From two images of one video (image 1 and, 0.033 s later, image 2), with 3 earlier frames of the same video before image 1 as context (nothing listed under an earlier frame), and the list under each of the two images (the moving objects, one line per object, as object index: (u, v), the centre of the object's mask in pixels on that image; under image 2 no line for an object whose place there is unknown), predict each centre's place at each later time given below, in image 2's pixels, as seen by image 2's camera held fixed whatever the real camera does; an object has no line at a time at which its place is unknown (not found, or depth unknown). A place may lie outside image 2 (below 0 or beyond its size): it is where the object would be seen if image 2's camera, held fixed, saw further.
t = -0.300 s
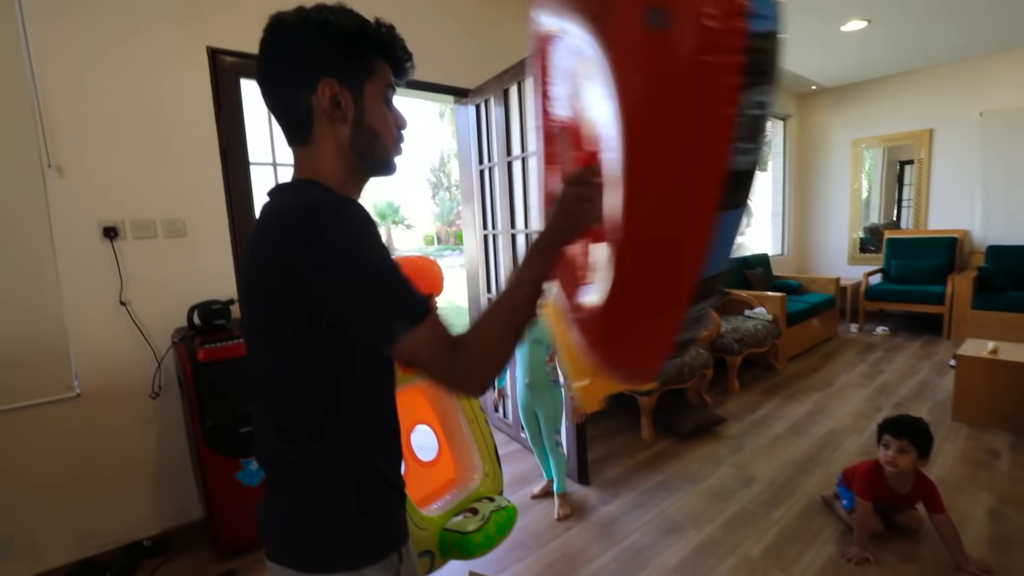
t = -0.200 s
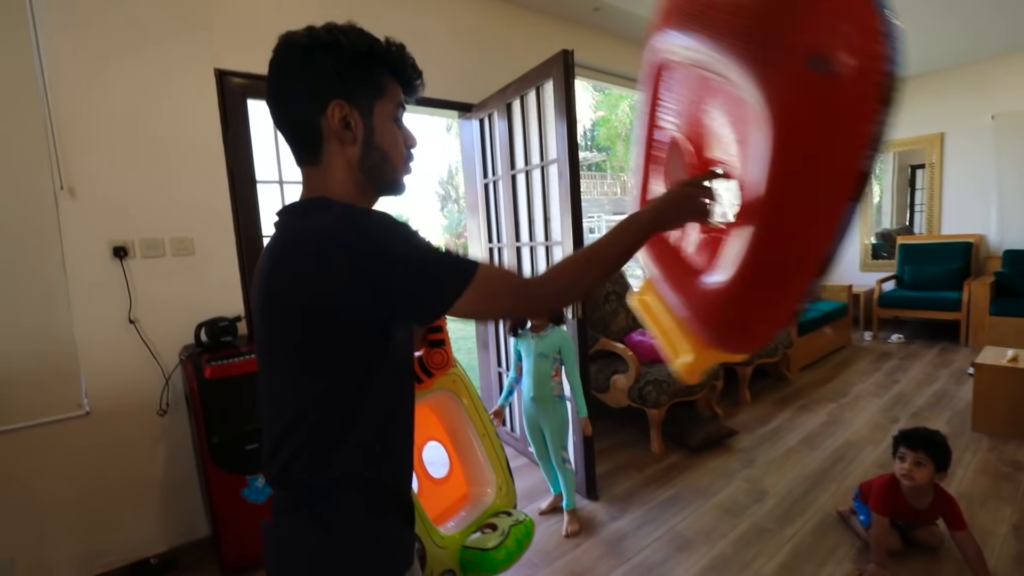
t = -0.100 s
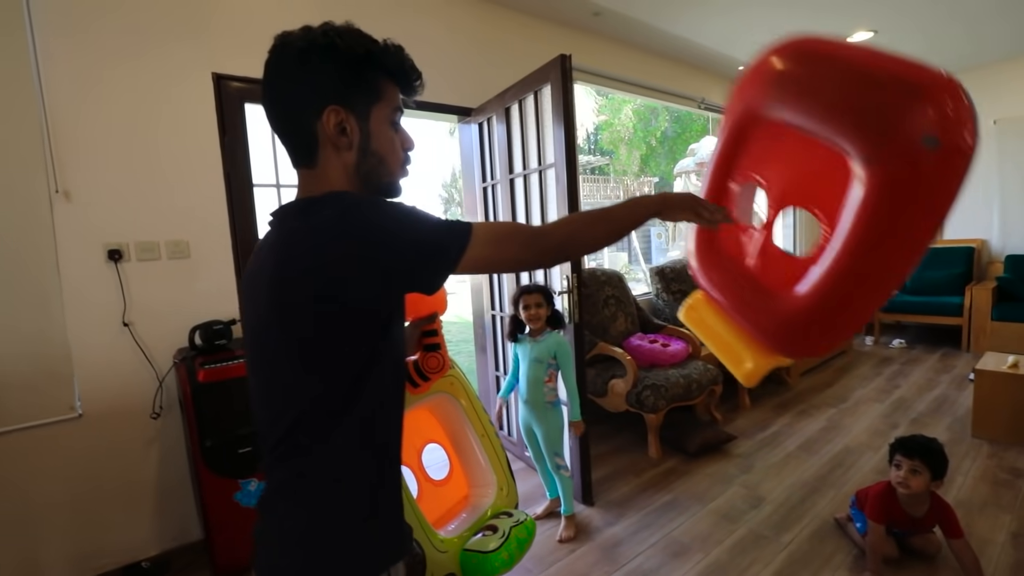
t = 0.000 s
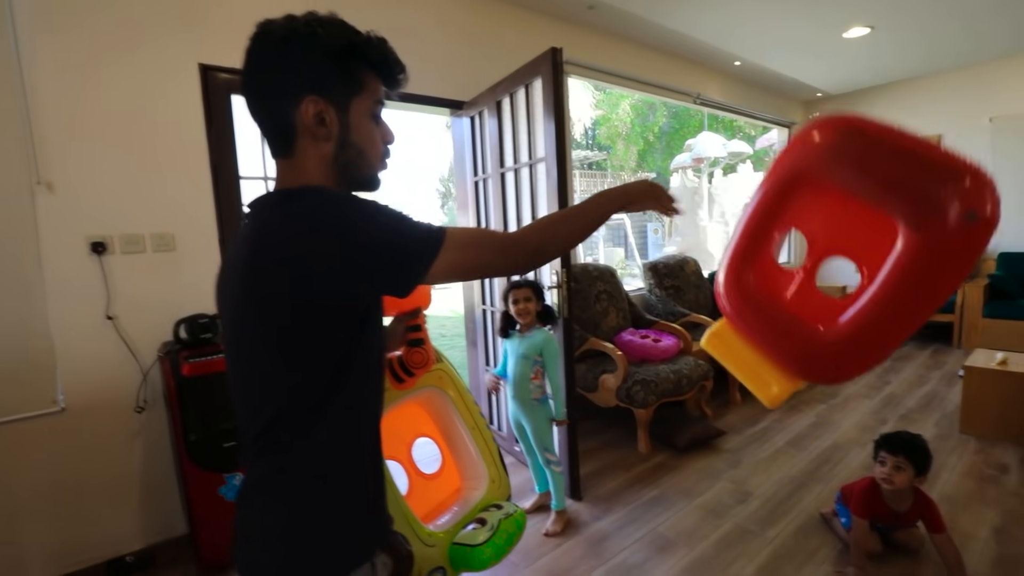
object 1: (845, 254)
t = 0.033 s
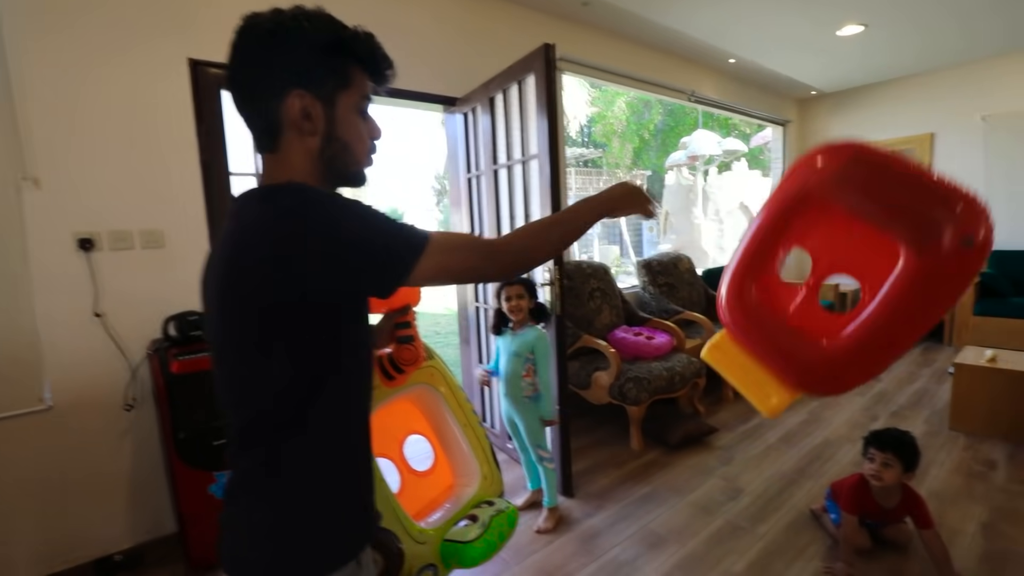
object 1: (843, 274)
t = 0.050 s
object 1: (847, 286)
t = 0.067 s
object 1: (851, 298)
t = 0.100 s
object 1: (858, 322)
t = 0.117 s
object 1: (861, 335)
